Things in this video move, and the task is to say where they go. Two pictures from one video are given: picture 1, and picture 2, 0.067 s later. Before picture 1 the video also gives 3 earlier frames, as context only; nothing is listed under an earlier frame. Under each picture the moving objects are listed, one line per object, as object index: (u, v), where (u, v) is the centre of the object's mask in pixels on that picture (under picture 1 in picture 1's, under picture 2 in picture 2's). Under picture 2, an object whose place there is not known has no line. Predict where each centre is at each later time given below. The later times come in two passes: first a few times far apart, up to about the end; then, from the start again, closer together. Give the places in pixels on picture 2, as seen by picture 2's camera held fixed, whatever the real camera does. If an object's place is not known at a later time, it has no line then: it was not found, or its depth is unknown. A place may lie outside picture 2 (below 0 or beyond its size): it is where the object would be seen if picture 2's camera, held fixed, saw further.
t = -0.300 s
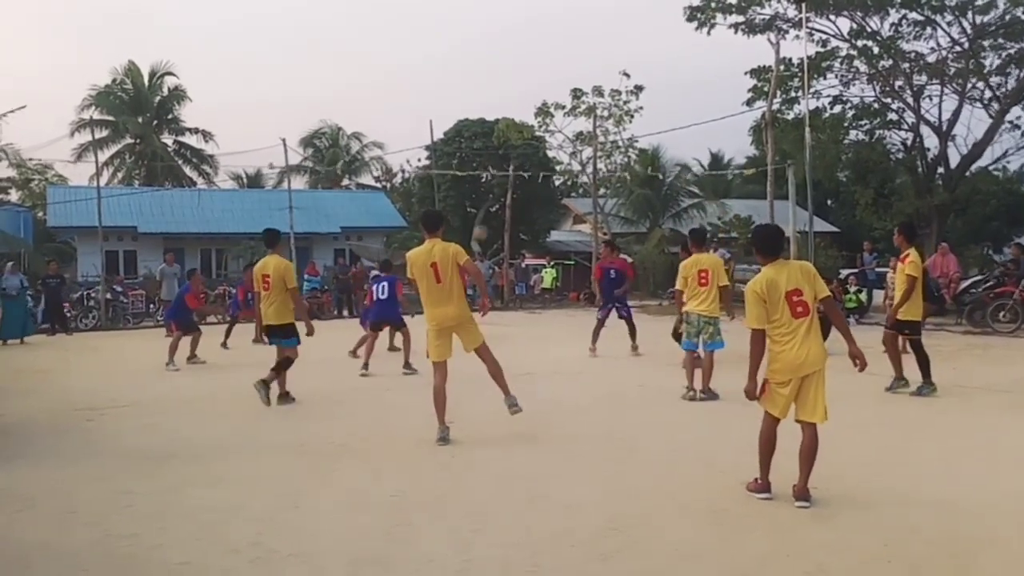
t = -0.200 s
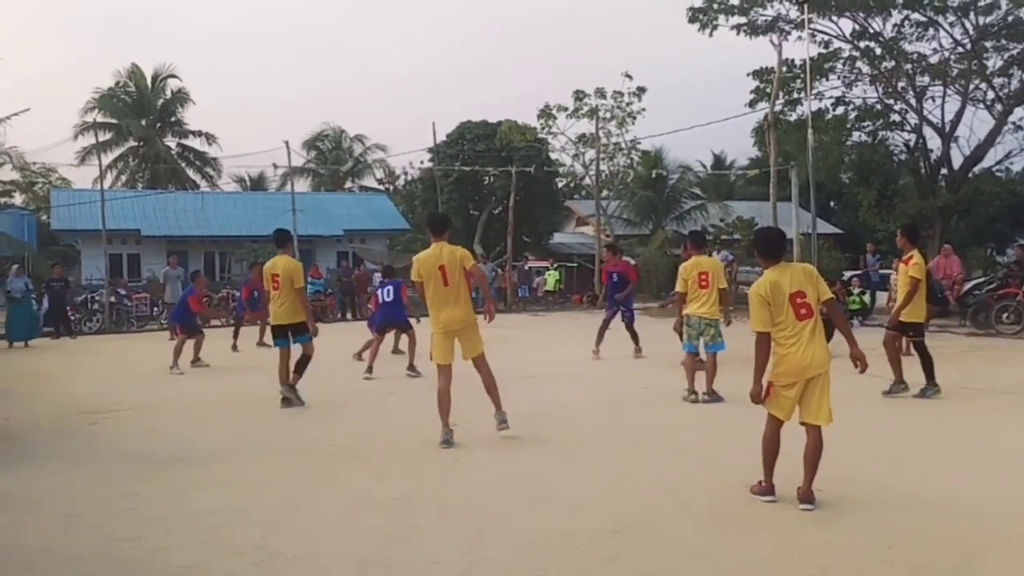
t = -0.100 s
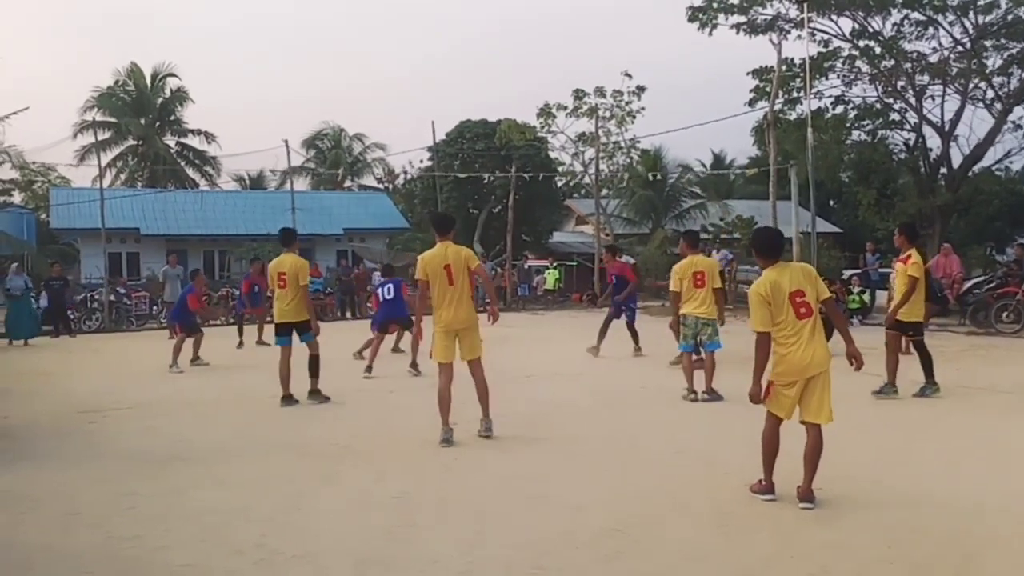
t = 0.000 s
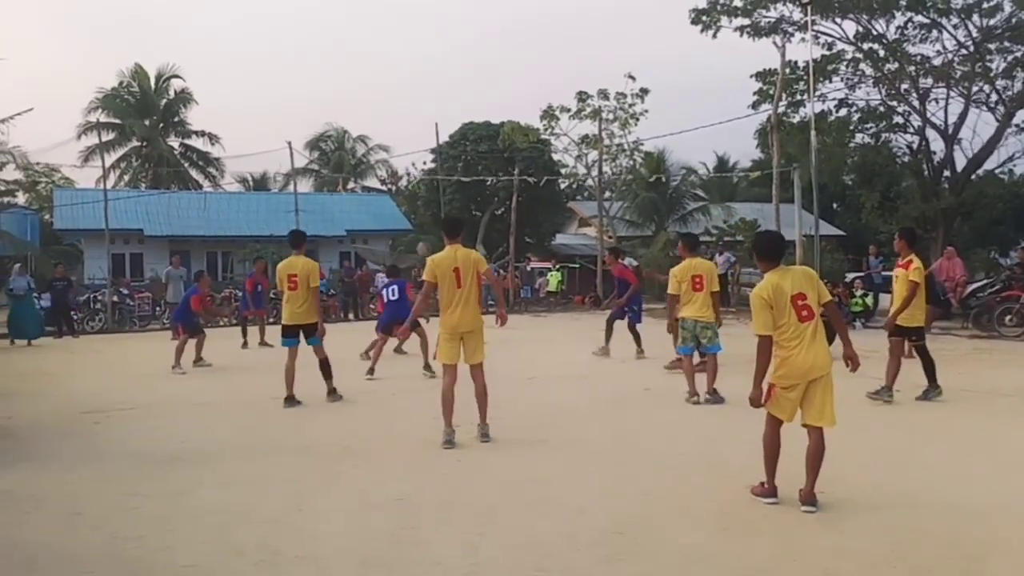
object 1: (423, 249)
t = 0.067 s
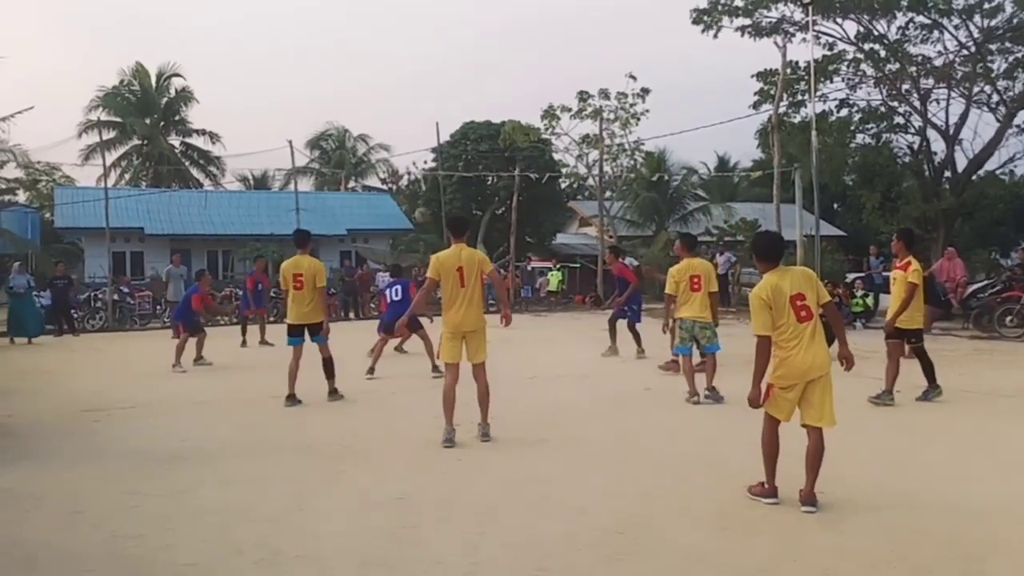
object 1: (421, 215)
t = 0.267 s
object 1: (413, 129)
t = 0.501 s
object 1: (402, 59)
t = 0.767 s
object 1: (388, 22)
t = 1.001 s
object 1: (377, 29)
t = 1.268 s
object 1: (363, 89)
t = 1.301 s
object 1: (361, 100)
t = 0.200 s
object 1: (416, 156)
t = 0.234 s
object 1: (414, 142)
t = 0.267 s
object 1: (413, 129)
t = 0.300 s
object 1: (412, 117)
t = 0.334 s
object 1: (410, 106)
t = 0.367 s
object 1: (409, 95)
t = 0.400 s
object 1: (407, 85)
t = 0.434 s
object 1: (406, 75)
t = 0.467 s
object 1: (404, 67)
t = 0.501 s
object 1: (402, 59)
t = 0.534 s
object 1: (401, 52)
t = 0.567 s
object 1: (399, 46)
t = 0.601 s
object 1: (397, 40)
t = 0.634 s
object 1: (395, 35)
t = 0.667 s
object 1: (394, 30)
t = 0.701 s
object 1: (392, 27)
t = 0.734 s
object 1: (390, 24)
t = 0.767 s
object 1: (388, 22)
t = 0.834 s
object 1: (387, 22)
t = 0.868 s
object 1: (385, 22)
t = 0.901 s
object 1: (382, 22)
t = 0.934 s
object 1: (381, 23)
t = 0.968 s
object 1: (379, 26)
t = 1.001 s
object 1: (377, 29)
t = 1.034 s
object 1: (375, 34)
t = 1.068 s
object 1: (373, 39)
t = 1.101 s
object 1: (372, 45)
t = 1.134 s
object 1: (370, 52)
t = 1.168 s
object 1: (368, 60)
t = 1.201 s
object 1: (366, 68)
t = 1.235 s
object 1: (364, 78)
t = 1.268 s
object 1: (363, 89)
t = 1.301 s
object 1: (361, 100)
